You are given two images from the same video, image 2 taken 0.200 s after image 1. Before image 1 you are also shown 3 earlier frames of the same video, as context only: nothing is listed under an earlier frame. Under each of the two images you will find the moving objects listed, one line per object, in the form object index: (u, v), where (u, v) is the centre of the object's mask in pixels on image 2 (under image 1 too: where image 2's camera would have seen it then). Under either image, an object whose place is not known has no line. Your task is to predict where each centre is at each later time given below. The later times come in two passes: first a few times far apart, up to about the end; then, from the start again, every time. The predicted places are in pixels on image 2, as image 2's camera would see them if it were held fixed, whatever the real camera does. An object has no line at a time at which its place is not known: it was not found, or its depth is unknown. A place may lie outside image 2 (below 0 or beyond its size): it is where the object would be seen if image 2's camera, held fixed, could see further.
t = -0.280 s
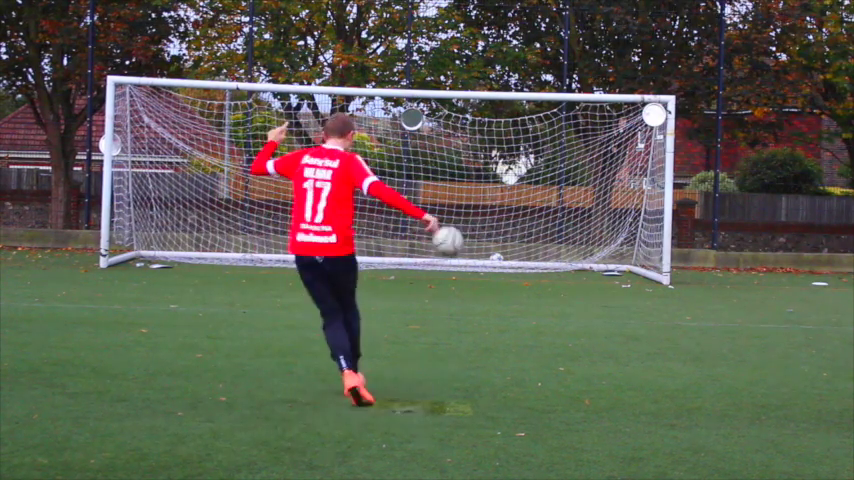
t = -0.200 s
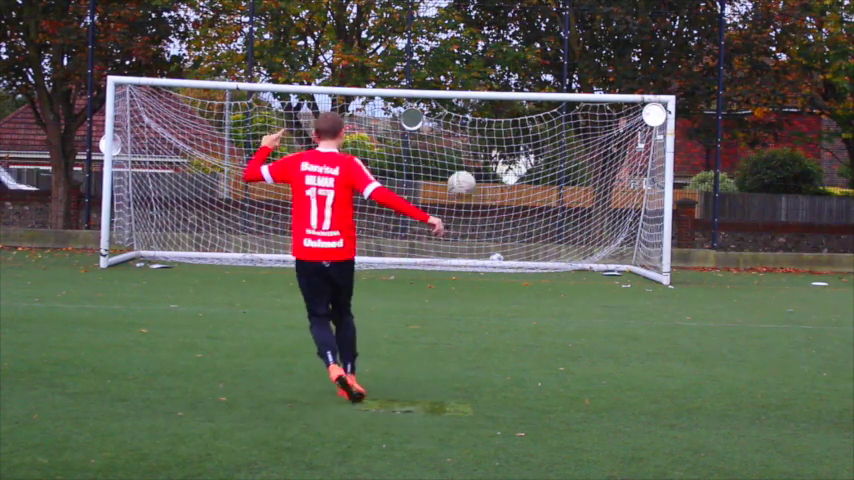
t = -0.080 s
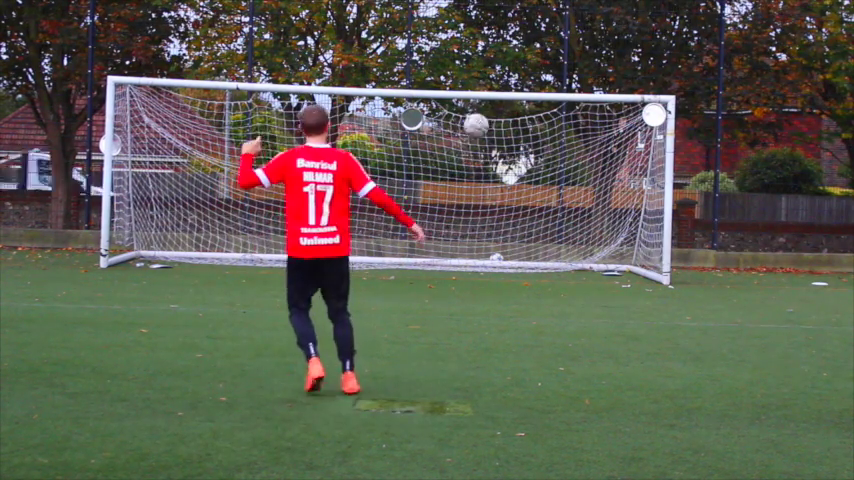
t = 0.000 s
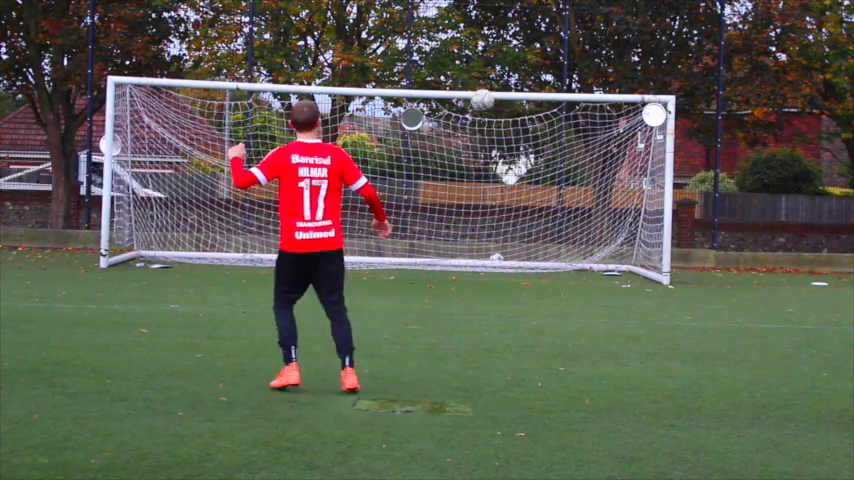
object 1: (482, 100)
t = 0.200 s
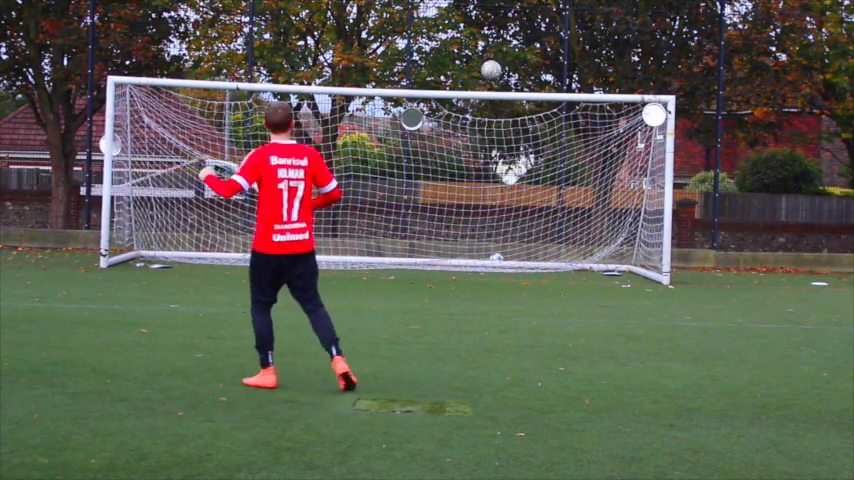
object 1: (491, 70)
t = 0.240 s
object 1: (491, 68)
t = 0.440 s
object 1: (492, 77)
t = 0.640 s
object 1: (491, 41)
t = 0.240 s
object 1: (491, 68)
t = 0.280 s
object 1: (491, 68)
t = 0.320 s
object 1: (492, 69)
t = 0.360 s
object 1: (493, 71)
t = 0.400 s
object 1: (492, 73)
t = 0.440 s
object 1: (492, 77)
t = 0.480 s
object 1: (493, 82)
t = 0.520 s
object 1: (492, 84)
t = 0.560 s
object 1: (492, 69)
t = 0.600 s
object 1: (491, 54)
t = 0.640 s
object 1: (491, 41)
